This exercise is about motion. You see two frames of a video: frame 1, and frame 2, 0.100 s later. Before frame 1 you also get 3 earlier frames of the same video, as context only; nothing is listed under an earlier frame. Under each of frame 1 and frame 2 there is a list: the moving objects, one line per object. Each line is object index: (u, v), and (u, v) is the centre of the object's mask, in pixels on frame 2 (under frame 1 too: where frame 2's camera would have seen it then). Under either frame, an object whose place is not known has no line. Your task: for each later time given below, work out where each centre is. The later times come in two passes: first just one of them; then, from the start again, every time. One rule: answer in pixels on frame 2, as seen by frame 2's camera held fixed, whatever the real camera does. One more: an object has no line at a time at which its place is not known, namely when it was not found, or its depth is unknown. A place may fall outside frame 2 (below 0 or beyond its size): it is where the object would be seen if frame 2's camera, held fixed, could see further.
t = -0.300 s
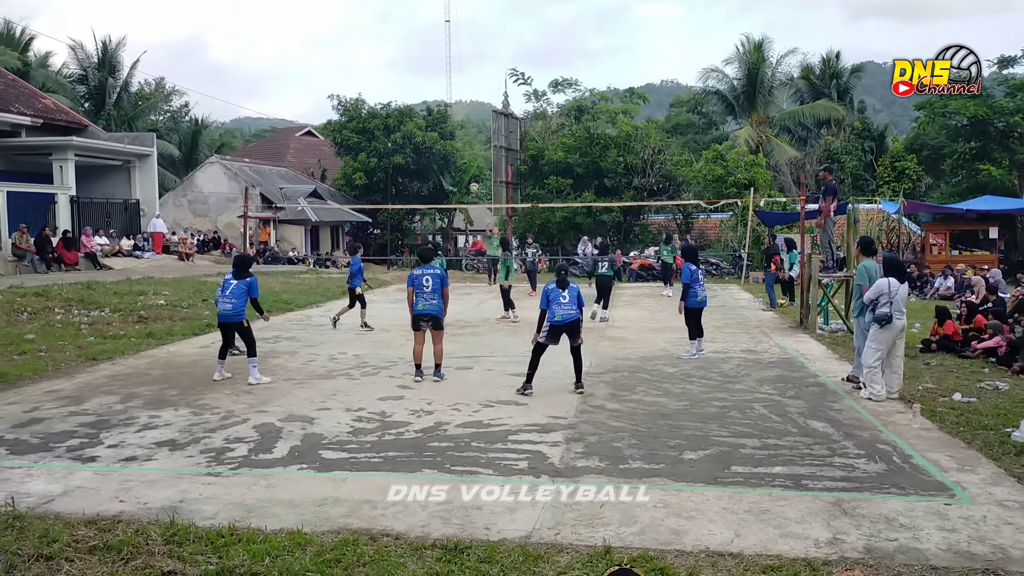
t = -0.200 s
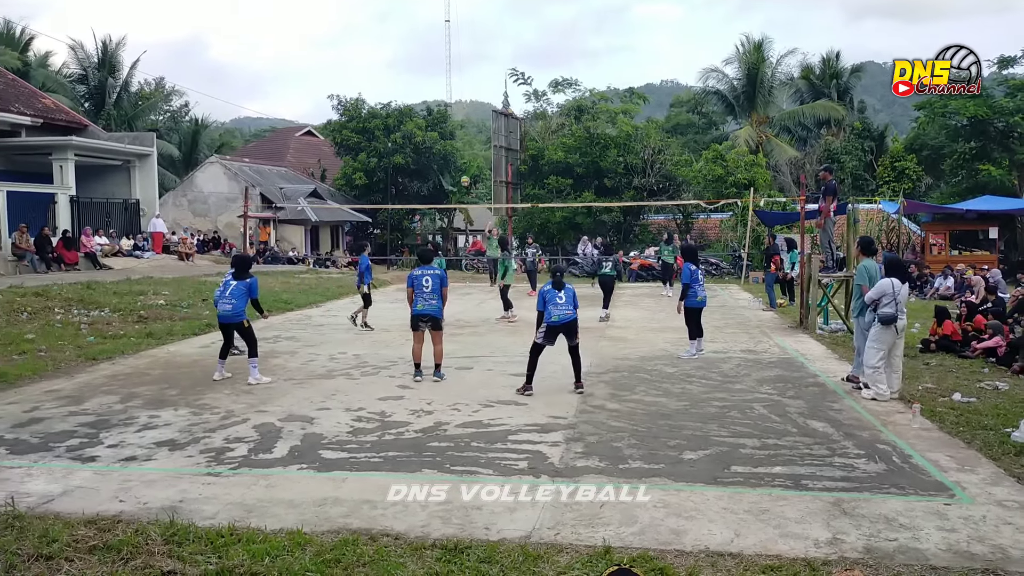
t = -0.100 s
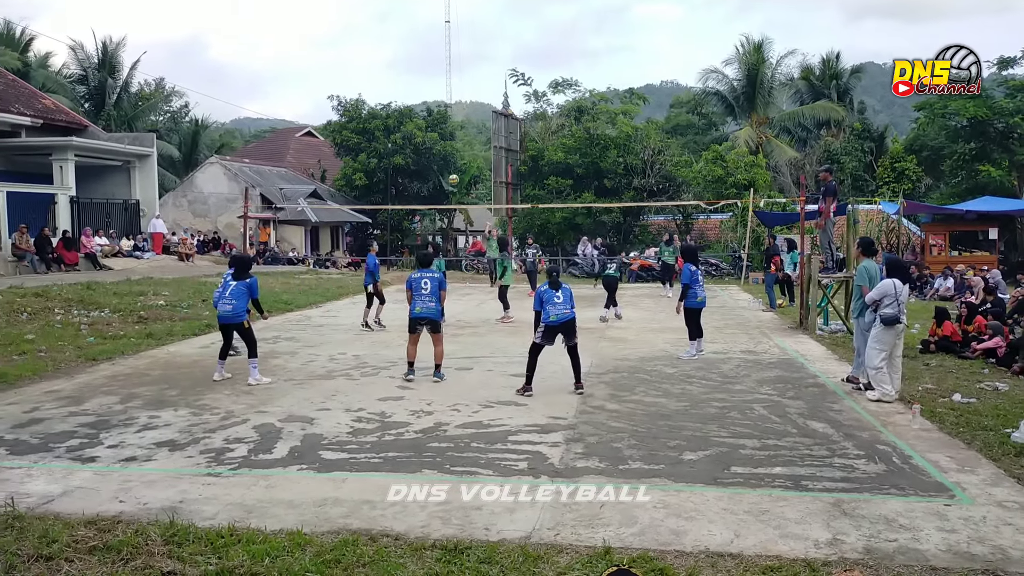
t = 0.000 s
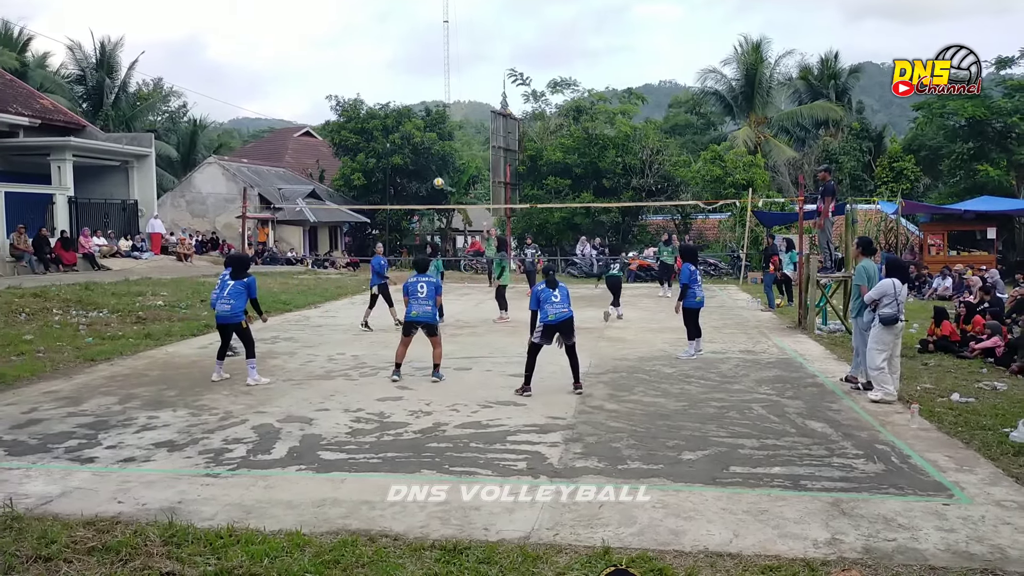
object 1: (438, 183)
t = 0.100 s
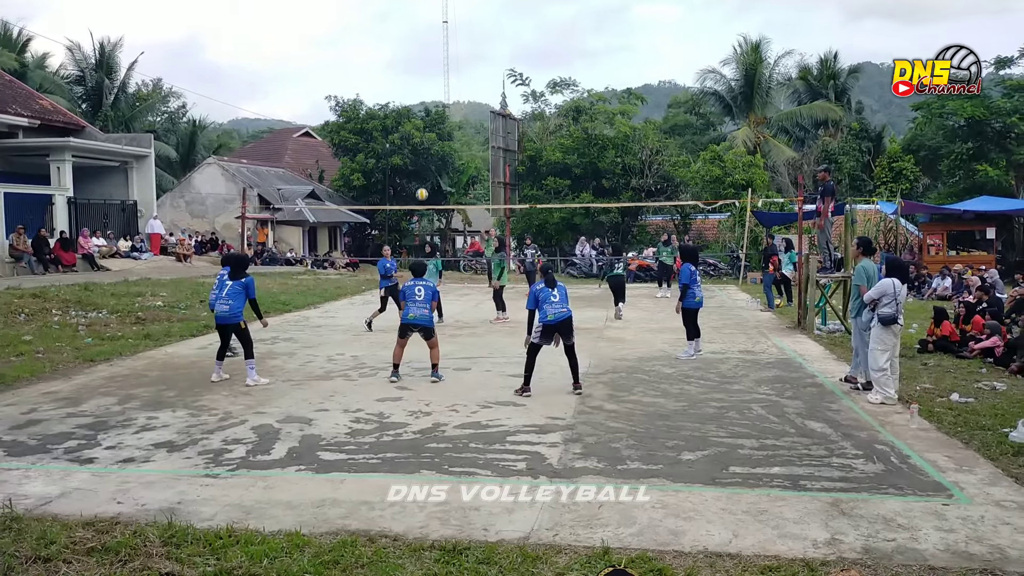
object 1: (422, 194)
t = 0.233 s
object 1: (396, 221)
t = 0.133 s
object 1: (416, 200)
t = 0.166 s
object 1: (409, 206)
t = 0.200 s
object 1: (403, 214)
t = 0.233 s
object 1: (396, 221)
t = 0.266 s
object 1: (389, 231)
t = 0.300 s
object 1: (382, 241)
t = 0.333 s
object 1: (375, 254)
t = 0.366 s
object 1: (366, 266)
